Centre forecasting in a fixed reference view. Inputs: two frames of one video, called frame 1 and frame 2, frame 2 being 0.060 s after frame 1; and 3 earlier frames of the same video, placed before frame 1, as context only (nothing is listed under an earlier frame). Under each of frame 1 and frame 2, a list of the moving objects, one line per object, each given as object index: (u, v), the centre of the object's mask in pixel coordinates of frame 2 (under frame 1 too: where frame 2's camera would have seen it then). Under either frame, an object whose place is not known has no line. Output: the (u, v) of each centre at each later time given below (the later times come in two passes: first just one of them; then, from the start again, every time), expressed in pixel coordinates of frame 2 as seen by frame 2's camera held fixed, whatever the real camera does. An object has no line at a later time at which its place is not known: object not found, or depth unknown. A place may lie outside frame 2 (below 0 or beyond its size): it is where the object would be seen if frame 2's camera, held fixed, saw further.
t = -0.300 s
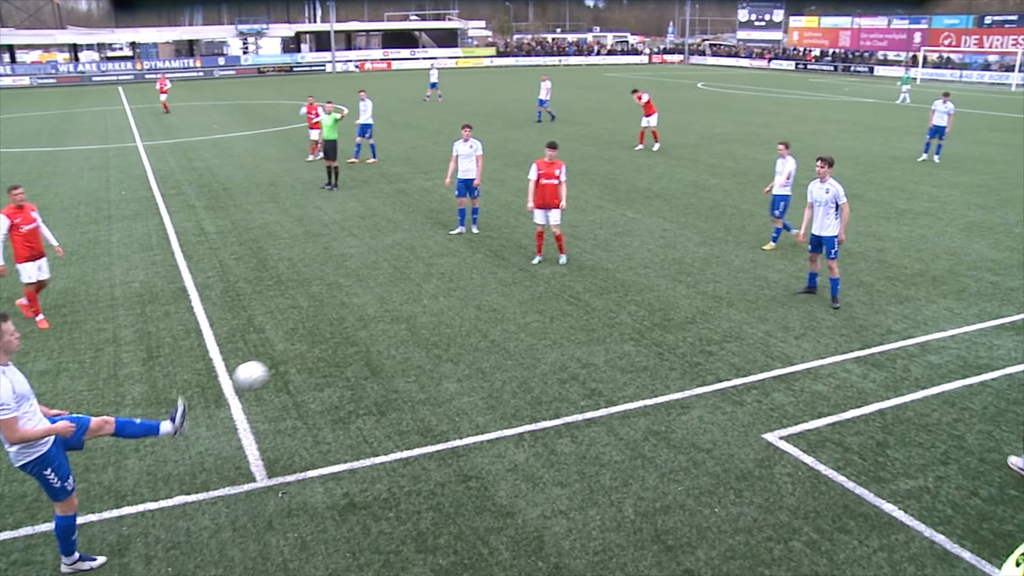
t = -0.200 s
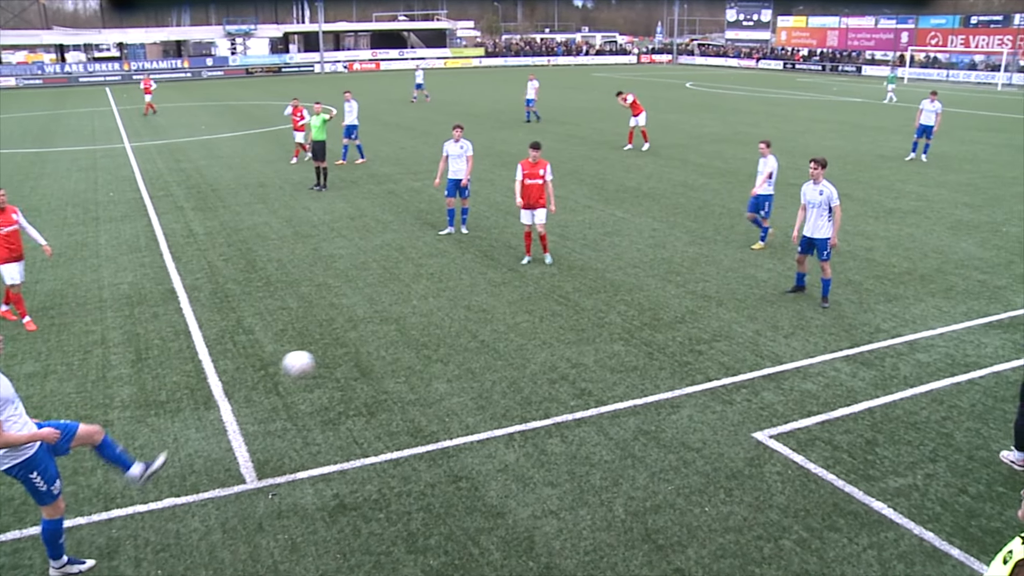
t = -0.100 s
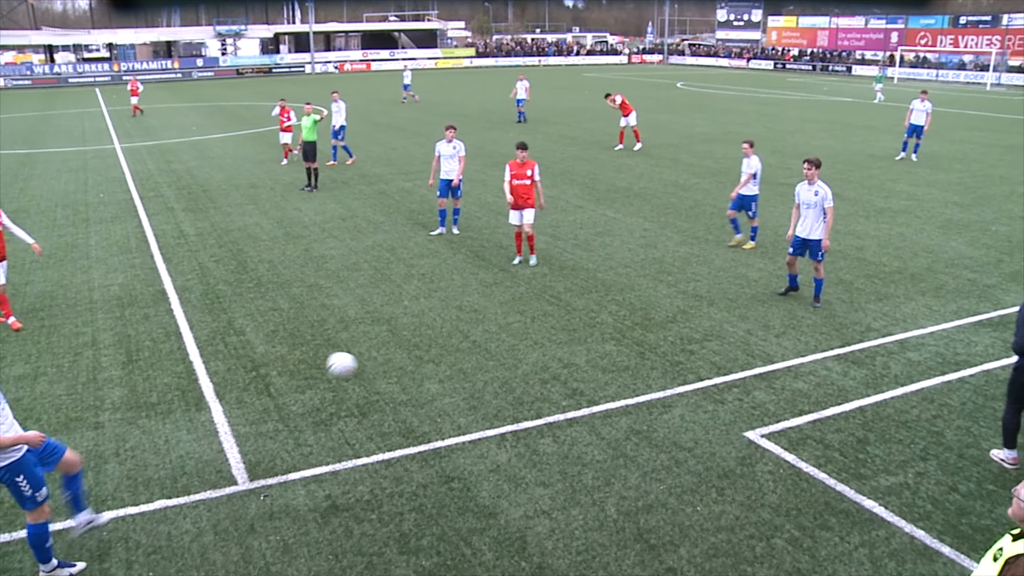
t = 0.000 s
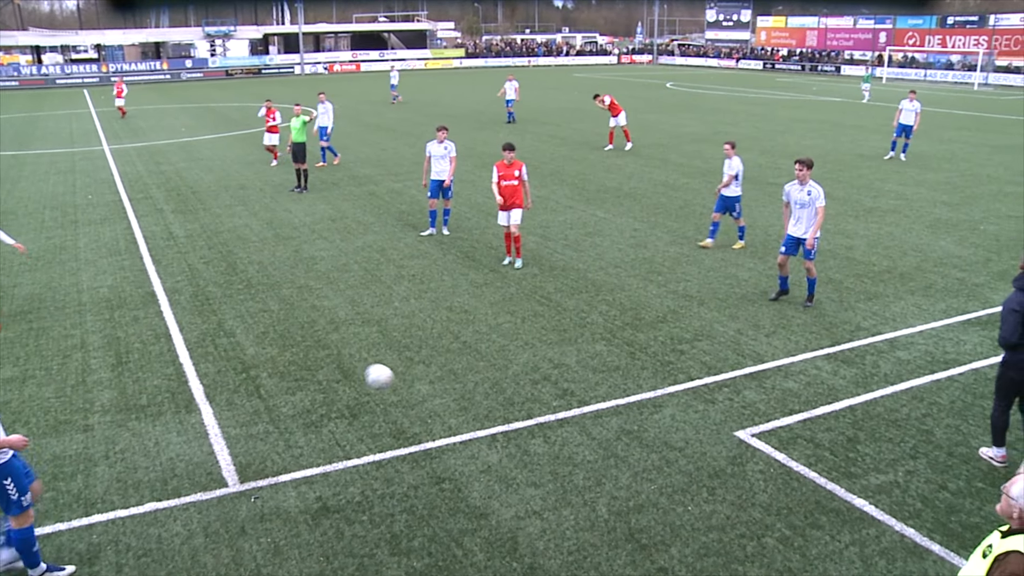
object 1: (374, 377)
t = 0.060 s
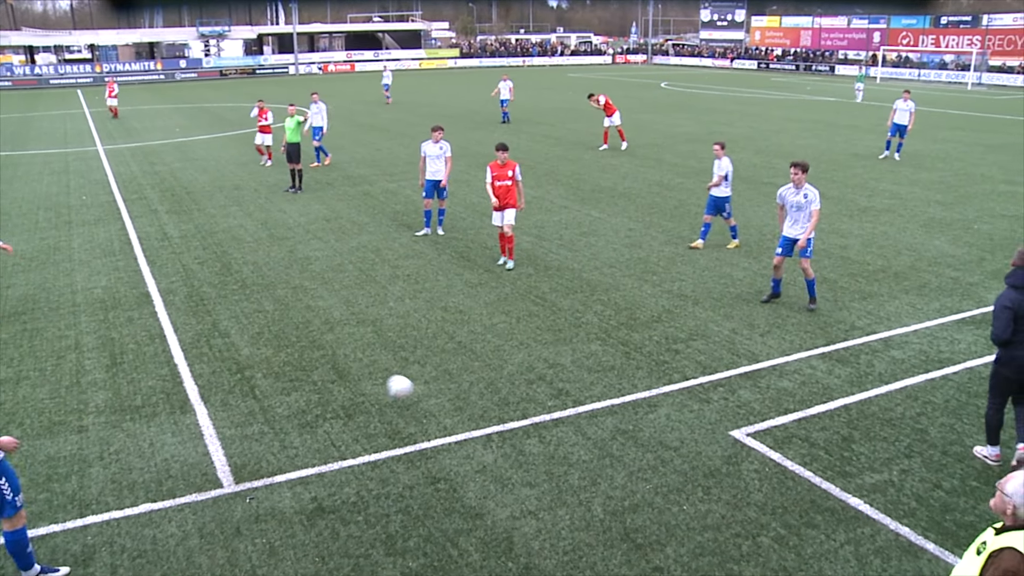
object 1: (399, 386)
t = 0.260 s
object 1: (468, 343)
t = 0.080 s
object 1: (407, 392)
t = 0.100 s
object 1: (415, 397)
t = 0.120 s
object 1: (423, 393)
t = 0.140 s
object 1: (430, 384)
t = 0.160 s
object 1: (437, 376)
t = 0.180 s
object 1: (443, 368)
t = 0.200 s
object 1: (449, 362)
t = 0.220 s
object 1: (456, 355)
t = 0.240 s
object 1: (462, 348)
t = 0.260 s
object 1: (468, 343)
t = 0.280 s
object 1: (474, 338)
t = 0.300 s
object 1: (480, 334)
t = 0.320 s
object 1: (486, 330)
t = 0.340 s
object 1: (492, 326)
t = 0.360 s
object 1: (497, 323)
